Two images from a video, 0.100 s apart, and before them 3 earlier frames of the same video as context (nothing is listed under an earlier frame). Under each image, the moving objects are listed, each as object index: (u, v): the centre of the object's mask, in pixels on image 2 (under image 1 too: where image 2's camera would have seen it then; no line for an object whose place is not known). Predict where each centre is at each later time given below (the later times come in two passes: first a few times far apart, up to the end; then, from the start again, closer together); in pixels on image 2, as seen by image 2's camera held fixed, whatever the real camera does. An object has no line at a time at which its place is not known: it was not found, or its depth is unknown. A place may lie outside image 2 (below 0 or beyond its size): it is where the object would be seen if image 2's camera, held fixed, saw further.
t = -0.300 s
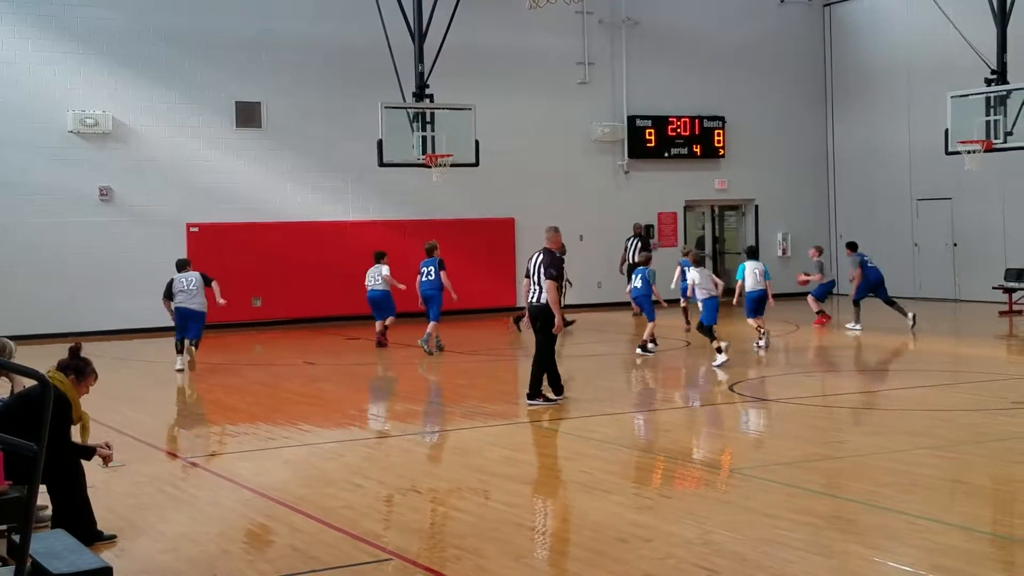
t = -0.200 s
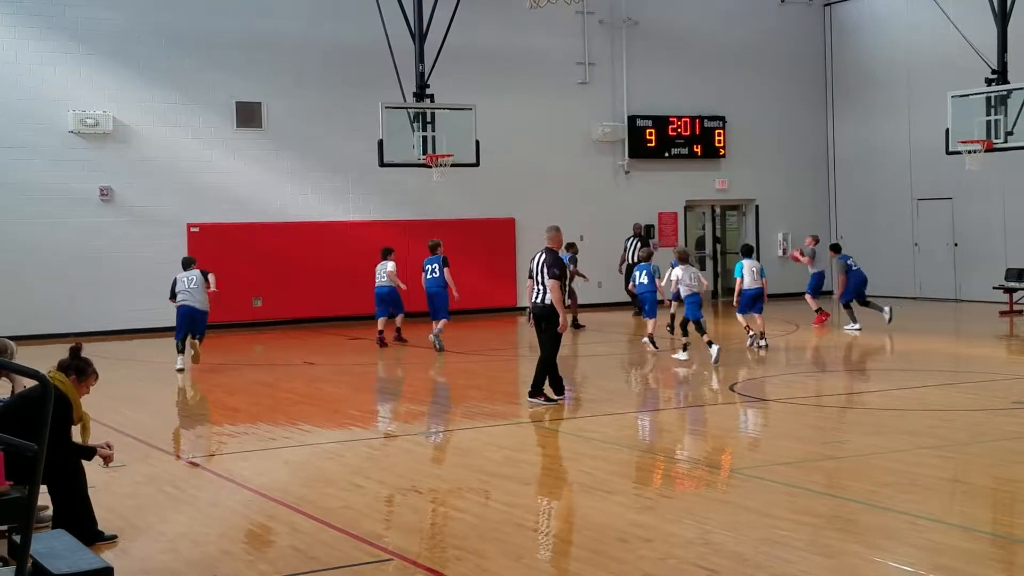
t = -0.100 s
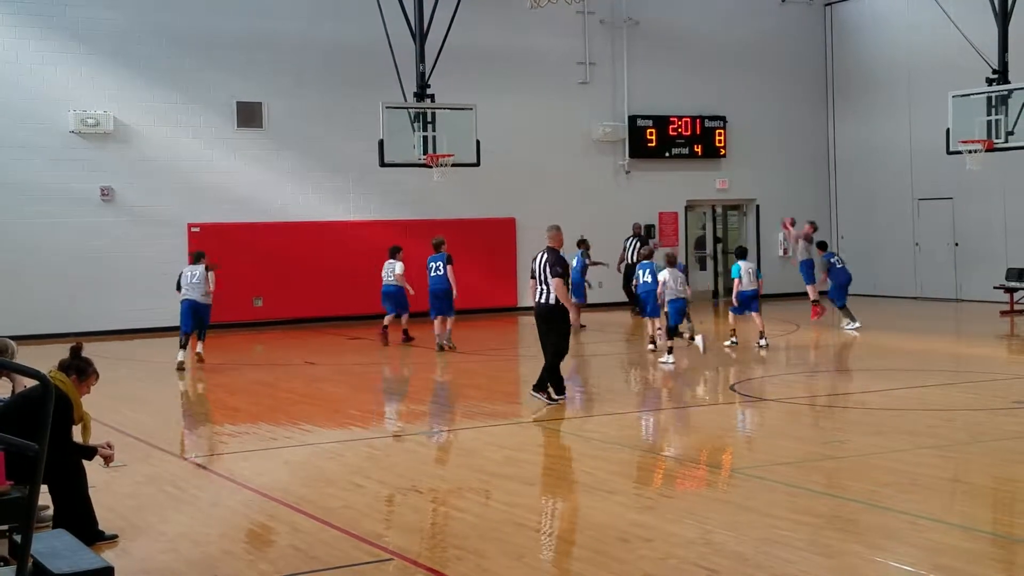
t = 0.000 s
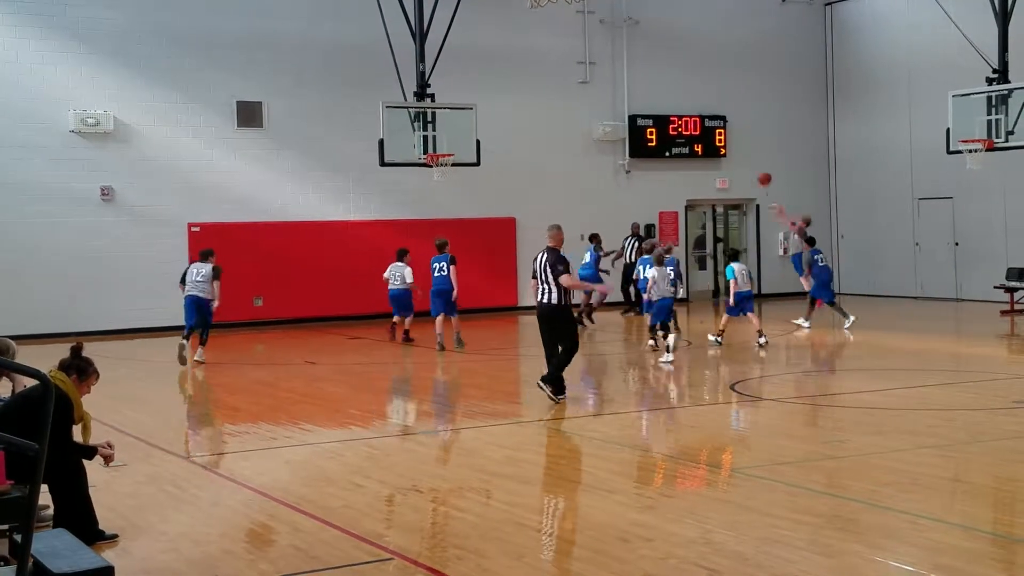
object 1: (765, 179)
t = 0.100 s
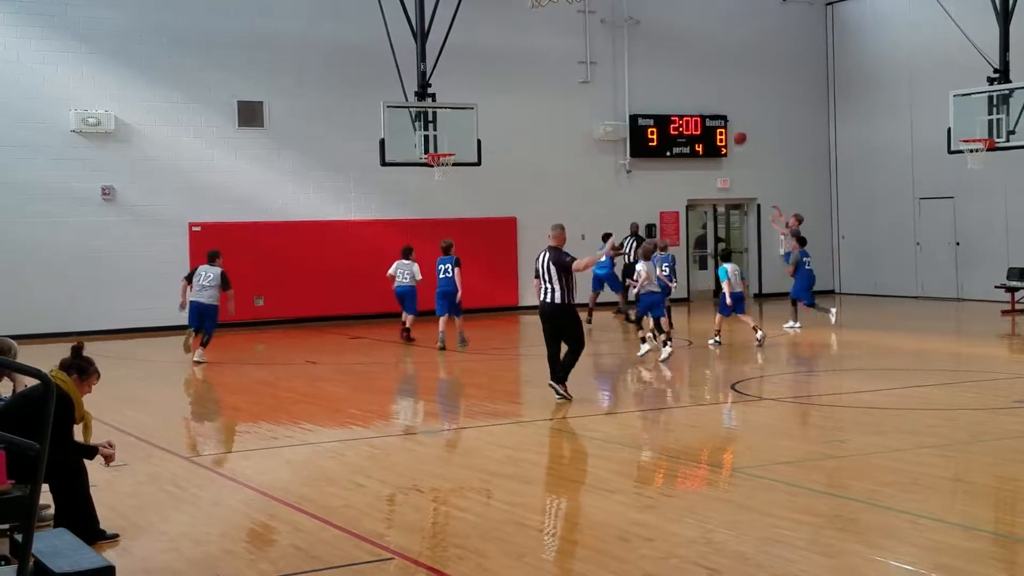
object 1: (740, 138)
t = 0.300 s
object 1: (689, 76)
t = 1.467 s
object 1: (435, 147)
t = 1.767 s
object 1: (409, 156)
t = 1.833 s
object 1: (403, 166)
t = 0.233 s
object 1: (706, 94)
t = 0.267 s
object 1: (697, 85)
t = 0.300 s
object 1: (689, 76)
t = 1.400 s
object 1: (441, 149)
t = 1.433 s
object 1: (438, 147)
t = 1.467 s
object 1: (435, 147)
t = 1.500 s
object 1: (432, 145)
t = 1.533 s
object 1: (430, 144)
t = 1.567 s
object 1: (428, 143)
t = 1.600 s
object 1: (424, 144)
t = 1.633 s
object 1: (420, 145)
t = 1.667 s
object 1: (418, 146)
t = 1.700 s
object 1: (415, 149)
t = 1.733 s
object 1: (413, 152)
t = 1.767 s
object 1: (409, 156)
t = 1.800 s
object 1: (407, 161)
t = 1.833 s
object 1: (403, 166)
